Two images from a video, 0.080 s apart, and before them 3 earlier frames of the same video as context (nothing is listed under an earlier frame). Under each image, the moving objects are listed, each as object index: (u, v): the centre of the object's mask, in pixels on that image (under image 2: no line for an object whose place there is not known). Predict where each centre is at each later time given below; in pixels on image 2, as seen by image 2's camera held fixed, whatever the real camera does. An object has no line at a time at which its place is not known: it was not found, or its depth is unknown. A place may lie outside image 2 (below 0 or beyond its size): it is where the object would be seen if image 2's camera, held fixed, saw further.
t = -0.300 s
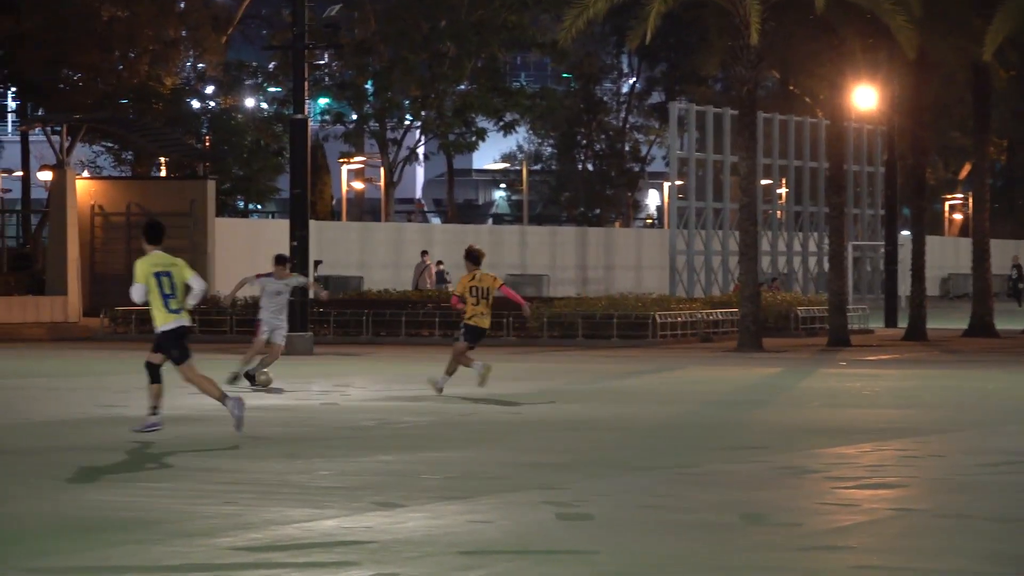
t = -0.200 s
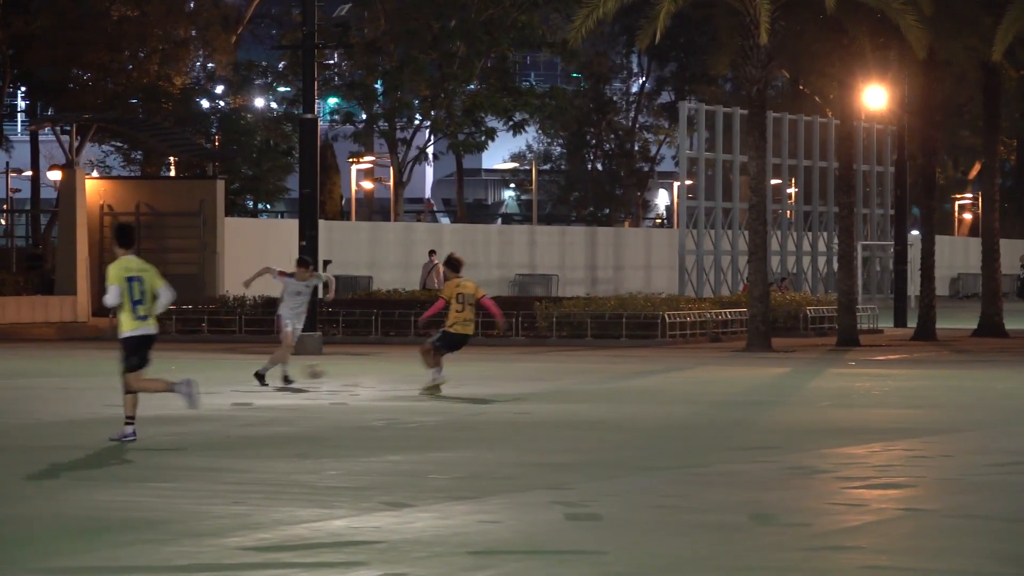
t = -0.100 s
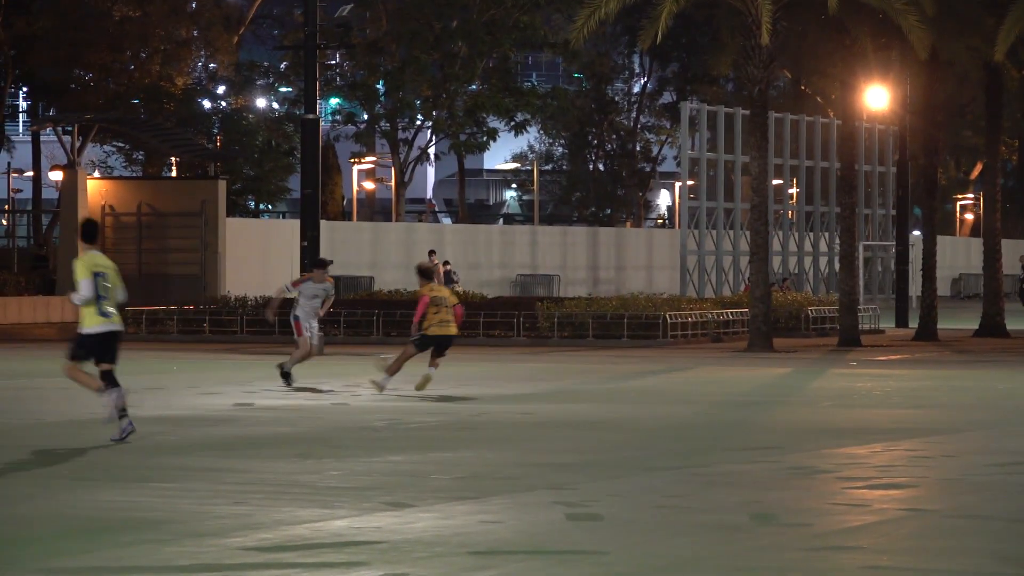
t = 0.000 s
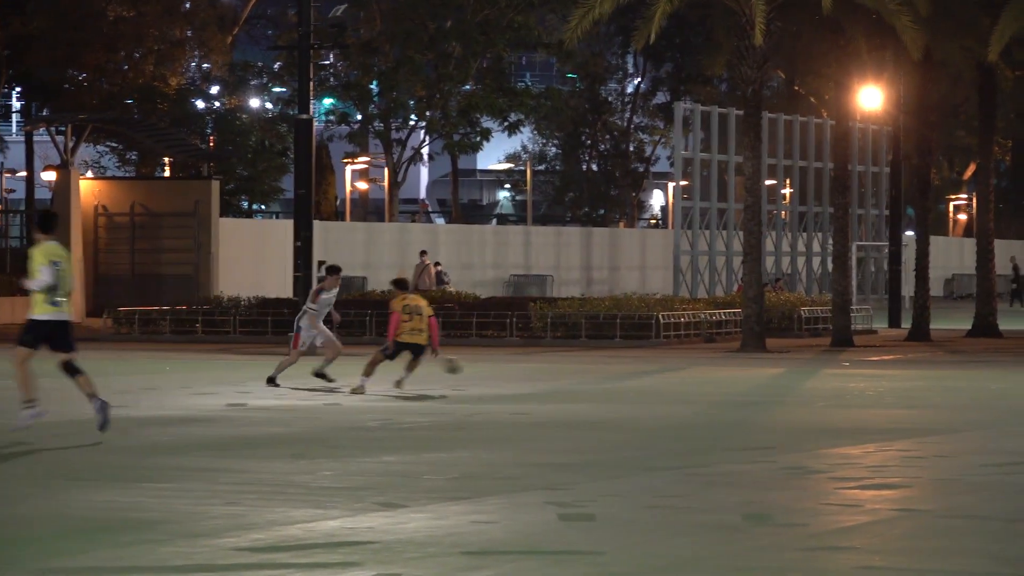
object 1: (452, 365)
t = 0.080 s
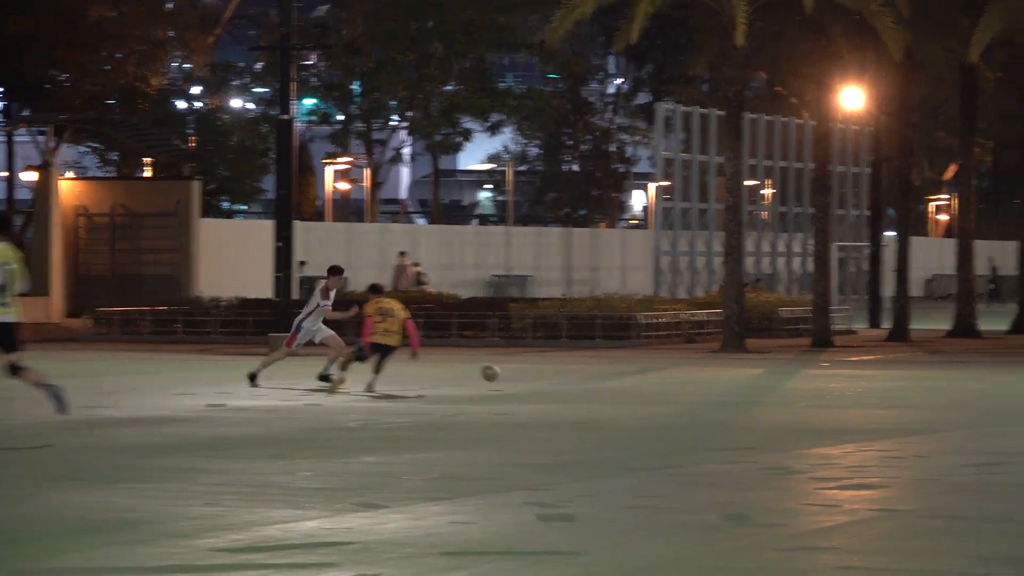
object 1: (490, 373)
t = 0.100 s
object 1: (501, 376)
